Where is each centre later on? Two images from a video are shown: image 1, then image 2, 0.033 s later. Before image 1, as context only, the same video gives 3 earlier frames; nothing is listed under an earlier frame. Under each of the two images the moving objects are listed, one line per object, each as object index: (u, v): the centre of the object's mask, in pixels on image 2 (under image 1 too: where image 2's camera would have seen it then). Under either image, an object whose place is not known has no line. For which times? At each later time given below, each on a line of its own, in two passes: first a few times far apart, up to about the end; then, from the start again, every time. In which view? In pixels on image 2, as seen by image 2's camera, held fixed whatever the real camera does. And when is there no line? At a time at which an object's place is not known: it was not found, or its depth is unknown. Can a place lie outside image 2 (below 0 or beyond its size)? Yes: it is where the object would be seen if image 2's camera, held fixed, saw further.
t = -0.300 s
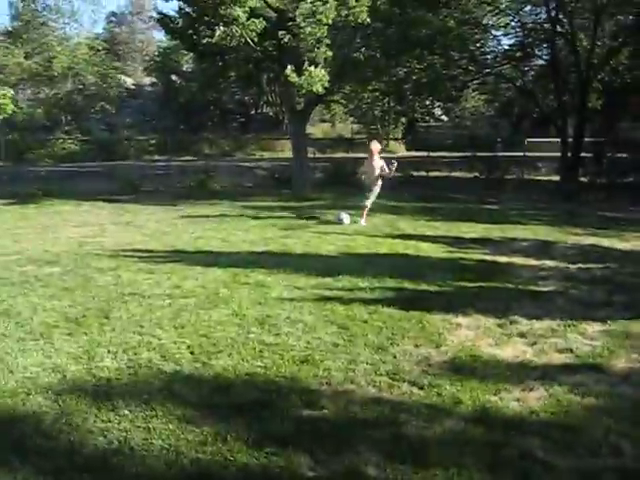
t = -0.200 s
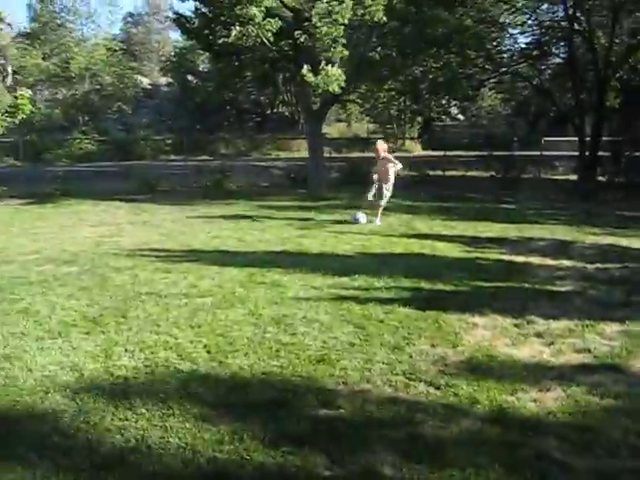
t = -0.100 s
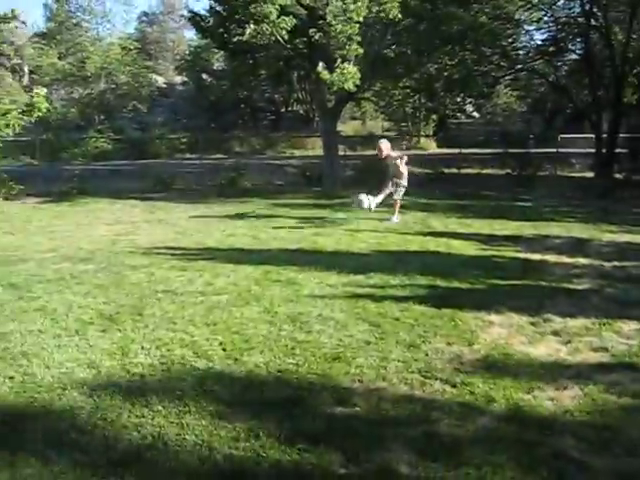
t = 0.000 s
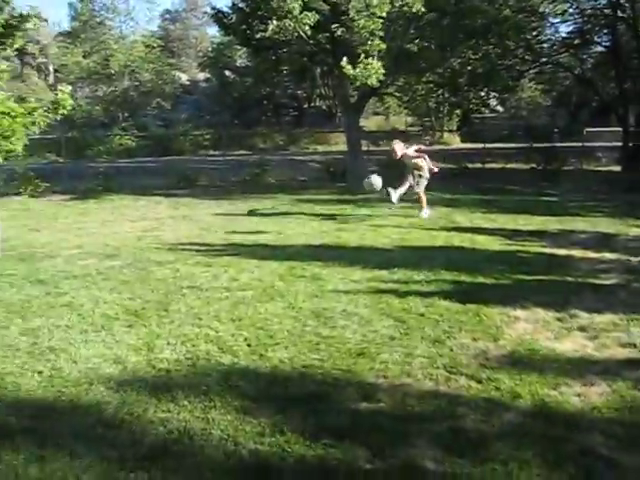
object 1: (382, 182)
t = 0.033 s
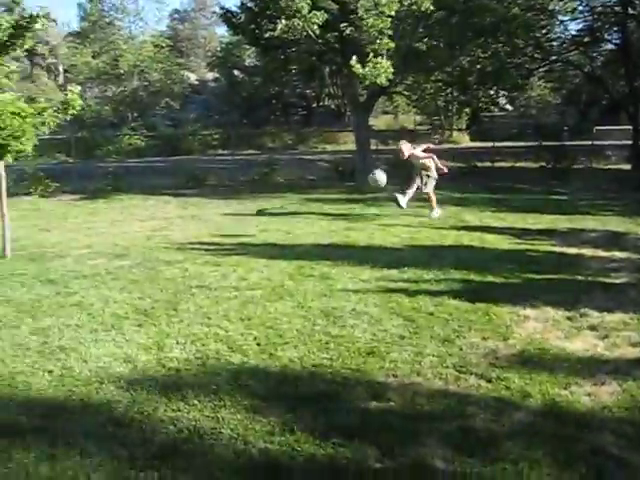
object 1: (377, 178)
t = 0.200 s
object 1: (347, 175)
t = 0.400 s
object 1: (290, 217)
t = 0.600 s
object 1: (197, 356)
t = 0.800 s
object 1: (125, 400)
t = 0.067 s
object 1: (372, 176)
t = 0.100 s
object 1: (366, 173)
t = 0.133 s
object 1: (360, 173)
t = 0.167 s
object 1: (353, 174)
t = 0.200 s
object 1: (347, 175)
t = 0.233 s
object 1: (339, 177)
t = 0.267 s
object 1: (331, 181)
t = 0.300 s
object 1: (322, 187)
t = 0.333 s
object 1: (312, 195)
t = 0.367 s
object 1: (302, 204)
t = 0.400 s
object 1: (290, 217)
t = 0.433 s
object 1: (277, 232)
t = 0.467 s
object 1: (264, 249)
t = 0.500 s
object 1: (250, 269)
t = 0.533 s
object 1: (234, 293)
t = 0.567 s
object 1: (217, 323)
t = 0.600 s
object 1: (197, 356)
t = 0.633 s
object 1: (182, 379)
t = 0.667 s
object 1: (173, 380)
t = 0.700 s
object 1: (161, 384)
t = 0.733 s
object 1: (149, 389)
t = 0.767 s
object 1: (136, 396)
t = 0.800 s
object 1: (125, 400)
